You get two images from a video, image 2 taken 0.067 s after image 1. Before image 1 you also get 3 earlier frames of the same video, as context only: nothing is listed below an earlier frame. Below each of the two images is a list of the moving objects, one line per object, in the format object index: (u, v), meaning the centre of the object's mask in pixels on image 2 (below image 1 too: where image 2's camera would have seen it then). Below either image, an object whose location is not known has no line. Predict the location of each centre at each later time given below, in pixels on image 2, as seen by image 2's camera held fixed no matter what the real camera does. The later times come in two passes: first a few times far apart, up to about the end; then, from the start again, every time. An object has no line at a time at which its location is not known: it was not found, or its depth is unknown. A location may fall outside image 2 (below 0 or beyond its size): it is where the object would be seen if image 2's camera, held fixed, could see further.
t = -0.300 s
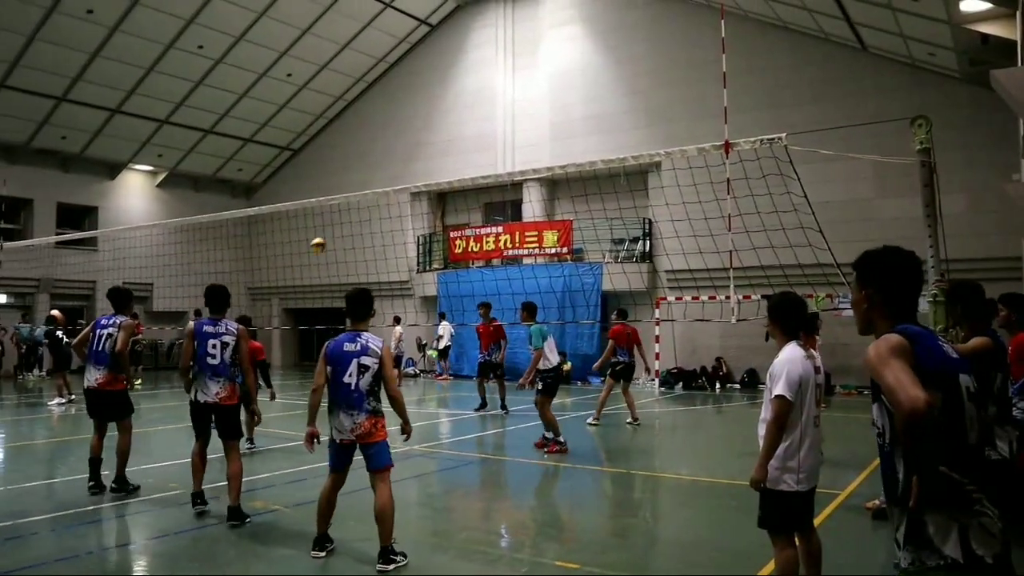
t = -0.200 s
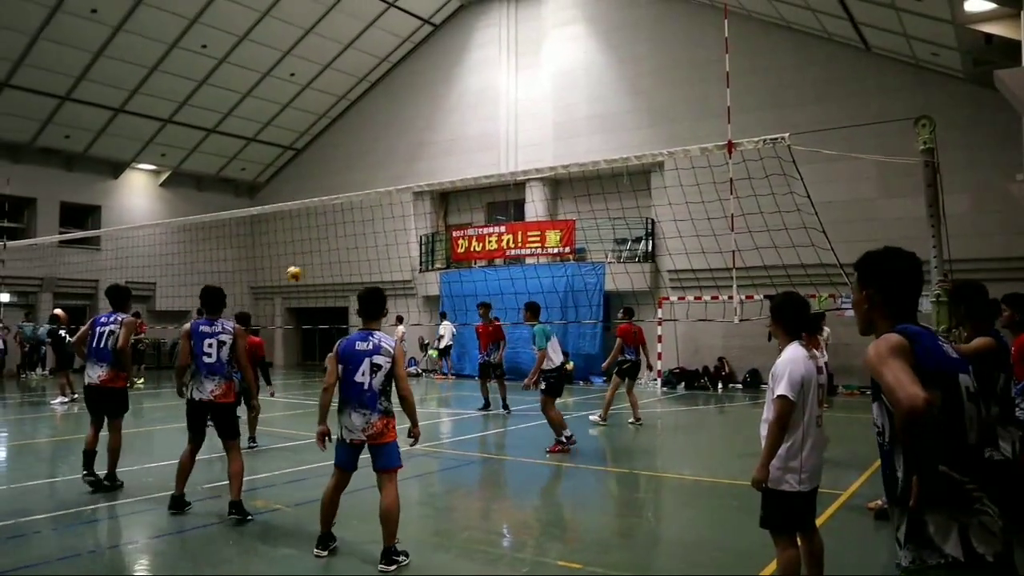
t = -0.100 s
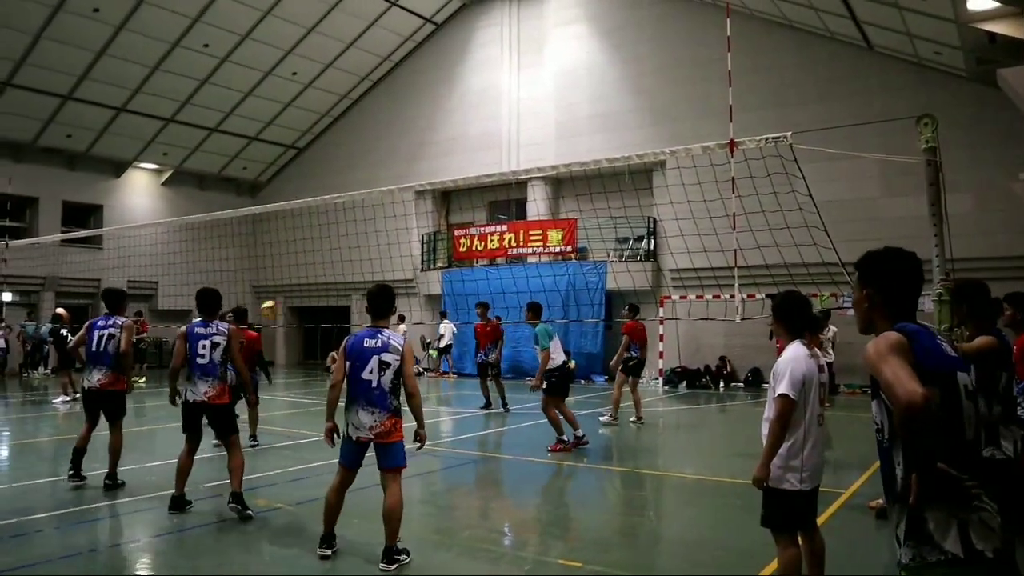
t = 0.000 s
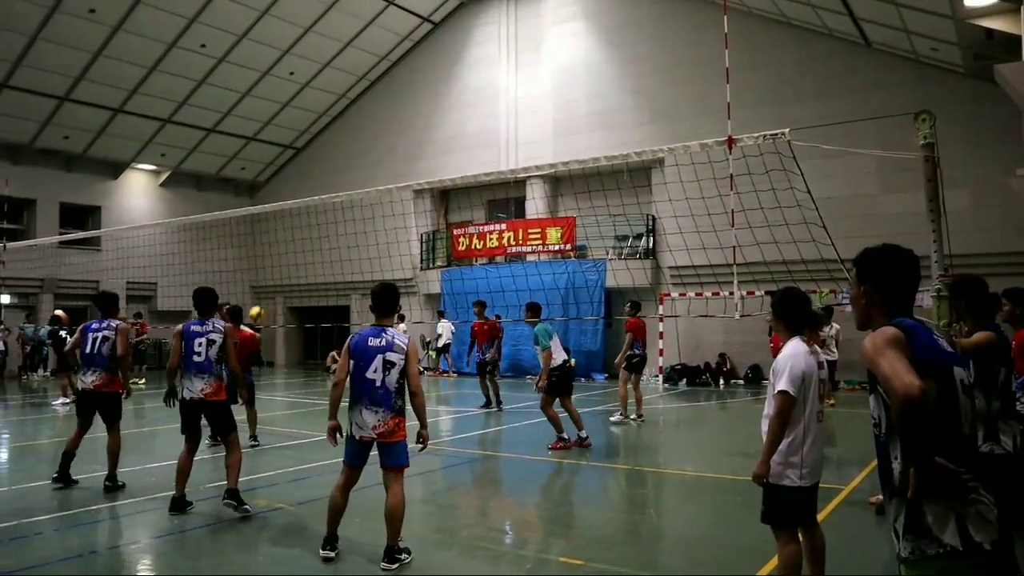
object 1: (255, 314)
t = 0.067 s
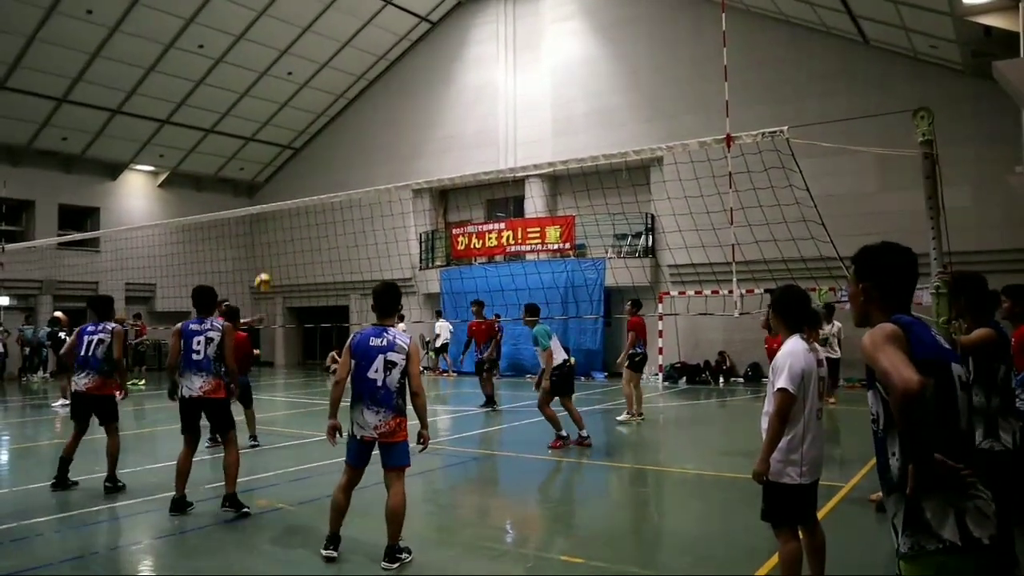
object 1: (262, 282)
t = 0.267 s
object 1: (284, 195)
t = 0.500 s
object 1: (315, 130)
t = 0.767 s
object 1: (351, 102)
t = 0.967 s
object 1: (379, 115)
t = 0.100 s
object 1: (265, 265)
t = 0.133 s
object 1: (269, 250)
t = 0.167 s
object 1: (273, 236)
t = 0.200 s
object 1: (277, 223)
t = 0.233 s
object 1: (283, 212)
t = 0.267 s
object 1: (284, 195)
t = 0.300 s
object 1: (289, 185)
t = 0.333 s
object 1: (293, 174)
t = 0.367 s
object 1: (298, 164)
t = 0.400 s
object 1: (302, 155)
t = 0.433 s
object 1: (306, 146)
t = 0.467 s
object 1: (310, 137)
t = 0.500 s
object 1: (315, 130)
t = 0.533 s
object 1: (320, 124)
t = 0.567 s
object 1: (324, 119)
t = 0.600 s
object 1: (328, 114)
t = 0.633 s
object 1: (332, 110)
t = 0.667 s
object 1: (336, 107)
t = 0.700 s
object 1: (342, 104)
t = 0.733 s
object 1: (346, 102)
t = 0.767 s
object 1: (351, 102)
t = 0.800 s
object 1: (355, 101)
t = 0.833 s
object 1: (360, 102)
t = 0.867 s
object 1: (365, 103)
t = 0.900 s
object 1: (370, 106)
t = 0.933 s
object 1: (375, 110)
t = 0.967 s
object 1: (379, 115)
